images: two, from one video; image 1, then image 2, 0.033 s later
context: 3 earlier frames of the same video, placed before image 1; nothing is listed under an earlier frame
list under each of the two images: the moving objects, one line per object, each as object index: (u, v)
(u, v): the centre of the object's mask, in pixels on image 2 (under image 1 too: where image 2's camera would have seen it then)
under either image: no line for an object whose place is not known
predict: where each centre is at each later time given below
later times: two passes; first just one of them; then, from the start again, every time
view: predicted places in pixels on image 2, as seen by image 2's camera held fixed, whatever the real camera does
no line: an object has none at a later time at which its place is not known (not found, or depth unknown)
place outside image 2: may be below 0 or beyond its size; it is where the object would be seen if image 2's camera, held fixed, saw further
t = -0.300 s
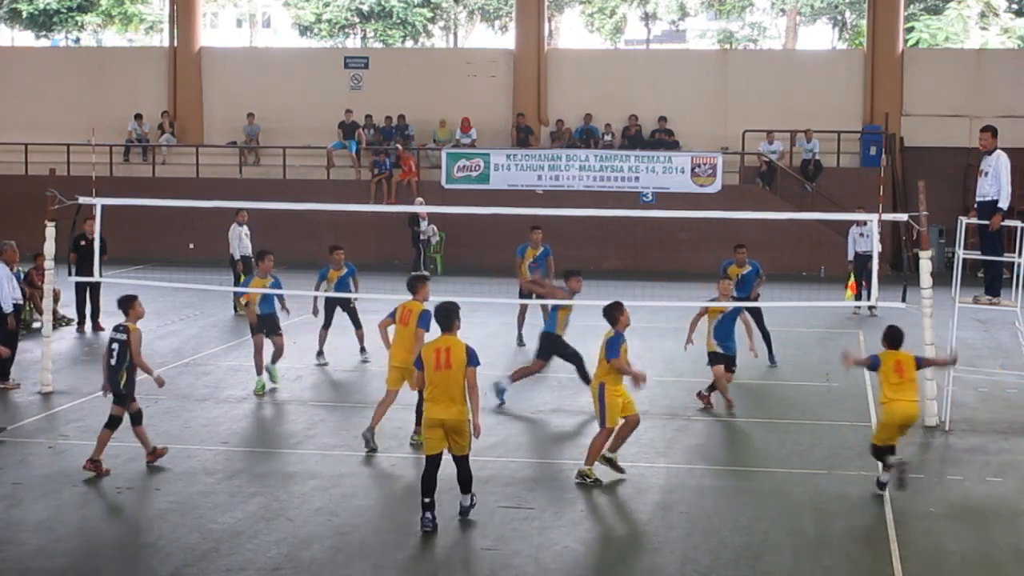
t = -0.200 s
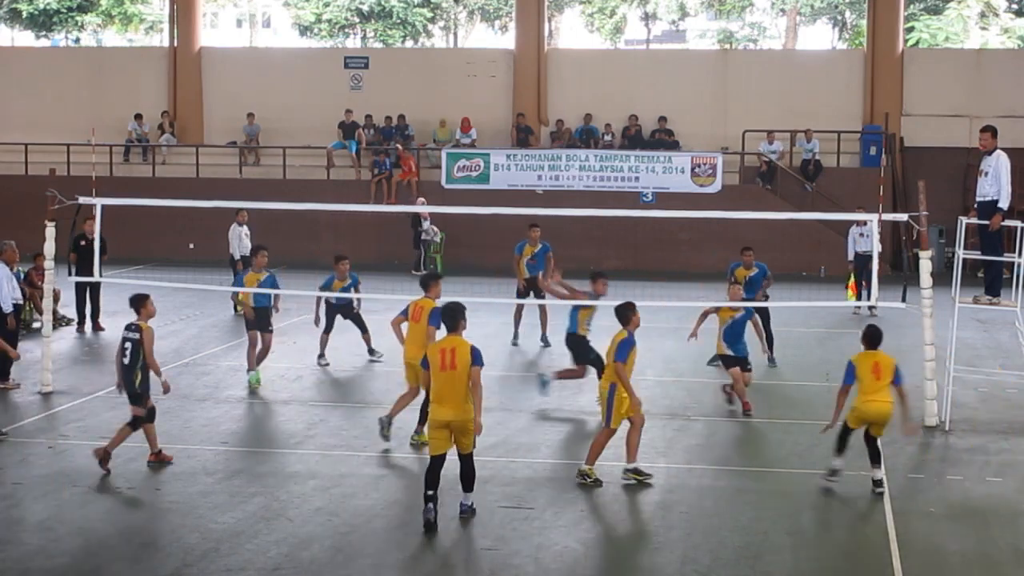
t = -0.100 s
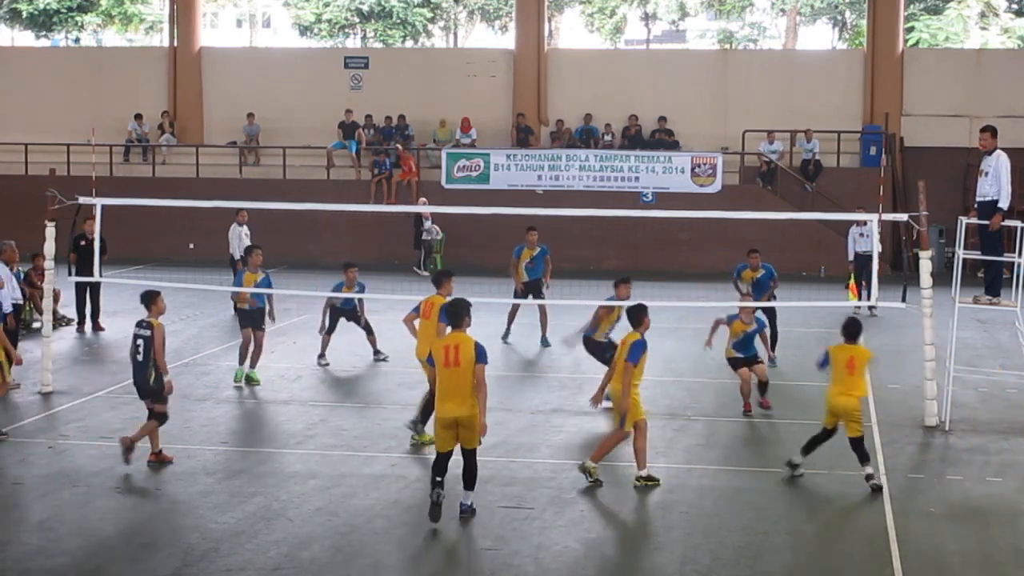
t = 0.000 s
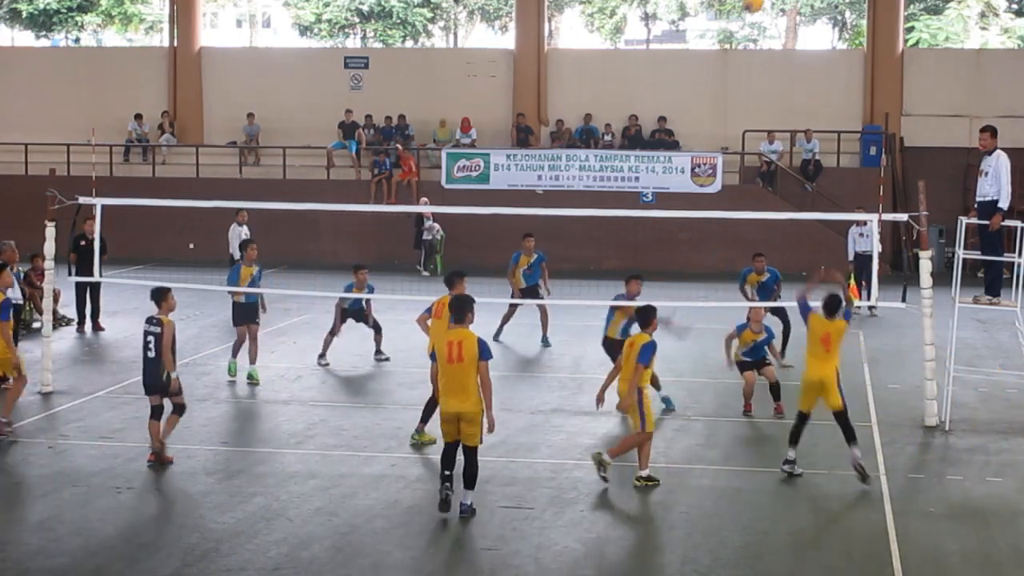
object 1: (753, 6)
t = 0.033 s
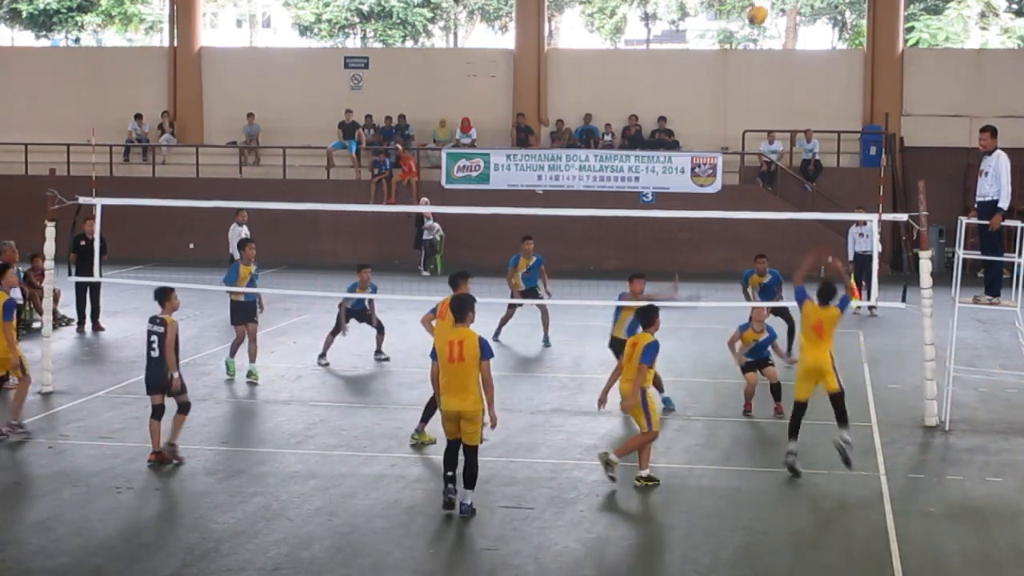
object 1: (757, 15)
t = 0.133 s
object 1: (768, 60)
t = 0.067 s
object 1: (760, 29)
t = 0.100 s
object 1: (763, 44)
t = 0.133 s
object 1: (768, 60)
